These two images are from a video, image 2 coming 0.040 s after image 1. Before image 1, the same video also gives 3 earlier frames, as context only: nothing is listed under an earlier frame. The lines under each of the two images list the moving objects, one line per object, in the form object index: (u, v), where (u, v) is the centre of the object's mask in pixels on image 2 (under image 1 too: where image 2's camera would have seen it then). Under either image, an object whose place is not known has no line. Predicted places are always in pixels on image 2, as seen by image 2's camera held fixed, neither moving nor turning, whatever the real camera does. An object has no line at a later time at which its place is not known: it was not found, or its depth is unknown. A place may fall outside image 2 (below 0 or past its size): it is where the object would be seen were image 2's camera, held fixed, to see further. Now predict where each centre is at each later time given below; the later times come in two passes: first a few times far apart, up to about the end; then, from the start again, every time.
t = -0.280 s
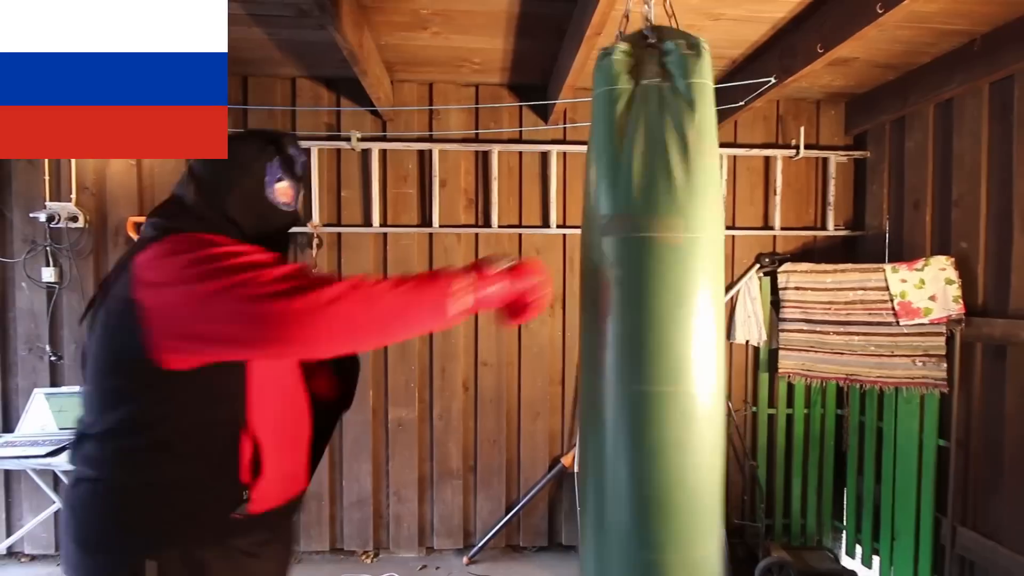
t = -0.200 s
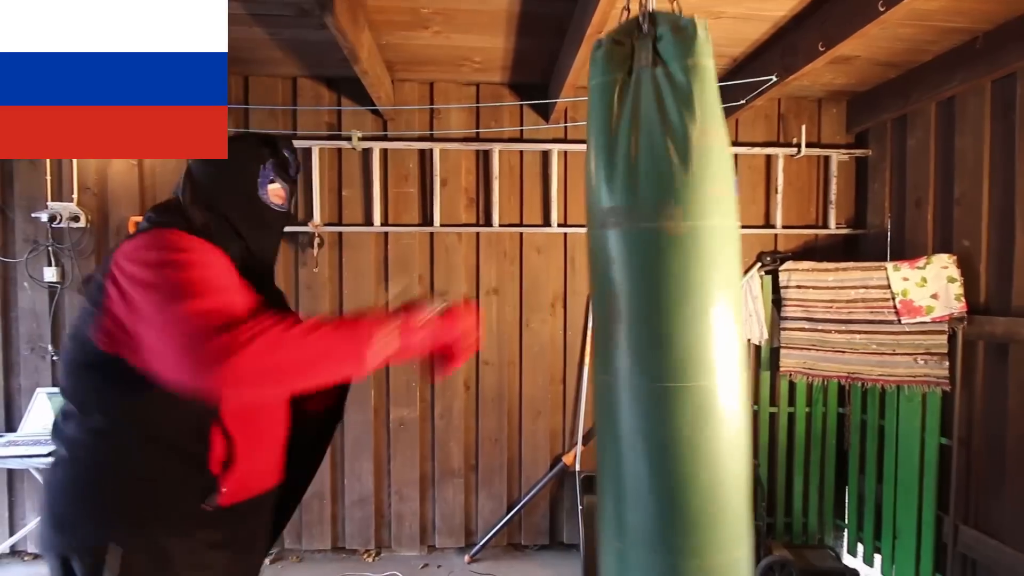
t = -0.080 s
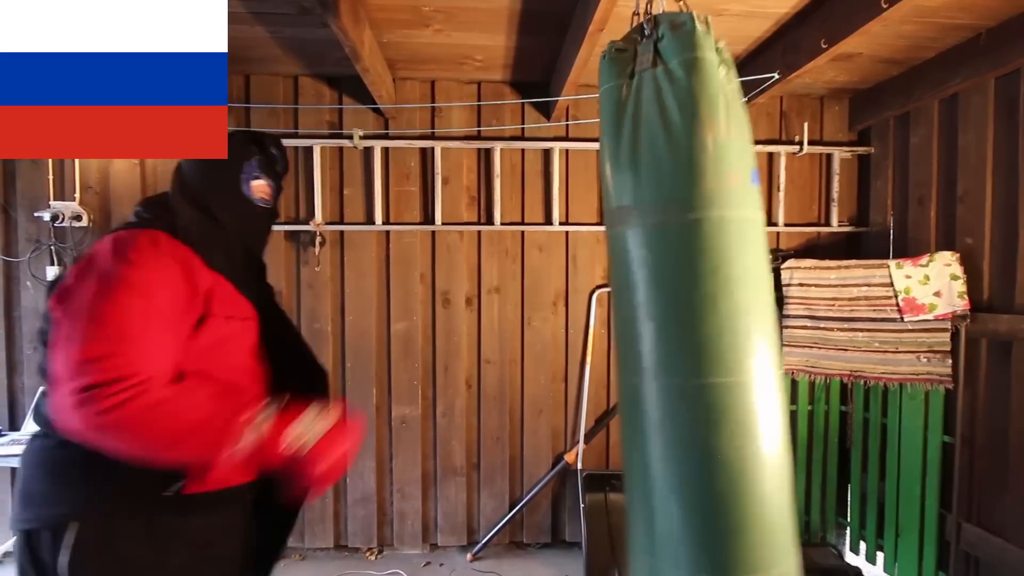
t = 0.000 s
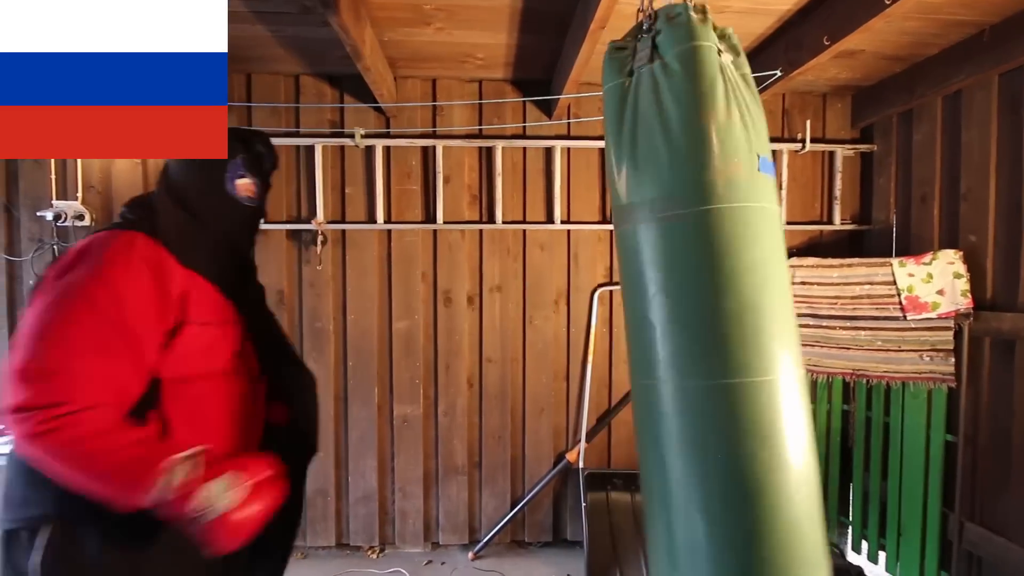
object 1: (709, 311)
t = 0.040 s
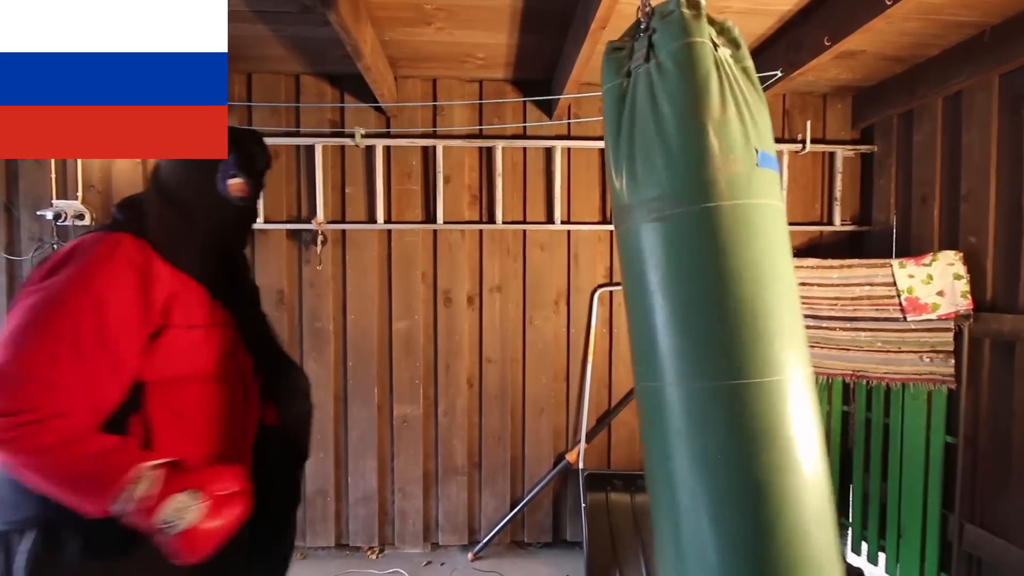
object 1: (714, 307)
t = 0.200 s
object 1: (732, 307)
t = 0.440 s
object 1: (729, 307)
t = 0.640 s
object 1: (699, 312)
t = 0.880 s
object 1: (656, 304)
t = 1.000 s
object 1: (638, 302)
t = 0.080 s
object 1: (718, 304)
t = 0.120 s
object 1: (723, 306)
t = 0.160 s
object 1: (728, 307)
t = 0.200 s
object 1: (732, 307)
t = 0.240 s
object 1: (734, 307)
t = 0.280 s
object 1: (735, 307)
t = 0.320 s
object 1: (735, 307)
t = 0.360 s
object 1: (737, 306)
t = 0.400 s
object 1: (735, 306)
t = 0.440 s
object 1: (729, 307)
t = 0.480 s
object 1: (724, 307)
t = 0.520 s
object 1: (719, 308)
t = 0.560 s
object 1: (713, 308)
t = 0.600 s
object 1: (706, 310)
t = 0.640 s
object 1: (699, 312)
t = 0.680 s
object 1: (691, 311)
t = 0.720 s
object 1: (683, 310)
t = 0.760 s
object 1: (678, 309)
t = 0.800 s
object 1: (670, 308)
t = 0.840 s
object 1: (663, 306)
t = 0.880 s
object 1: (656, 304)
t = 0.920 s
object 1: (650, 304)
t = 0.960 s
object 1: (642, 303)
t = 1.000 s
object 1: (638, 302)
